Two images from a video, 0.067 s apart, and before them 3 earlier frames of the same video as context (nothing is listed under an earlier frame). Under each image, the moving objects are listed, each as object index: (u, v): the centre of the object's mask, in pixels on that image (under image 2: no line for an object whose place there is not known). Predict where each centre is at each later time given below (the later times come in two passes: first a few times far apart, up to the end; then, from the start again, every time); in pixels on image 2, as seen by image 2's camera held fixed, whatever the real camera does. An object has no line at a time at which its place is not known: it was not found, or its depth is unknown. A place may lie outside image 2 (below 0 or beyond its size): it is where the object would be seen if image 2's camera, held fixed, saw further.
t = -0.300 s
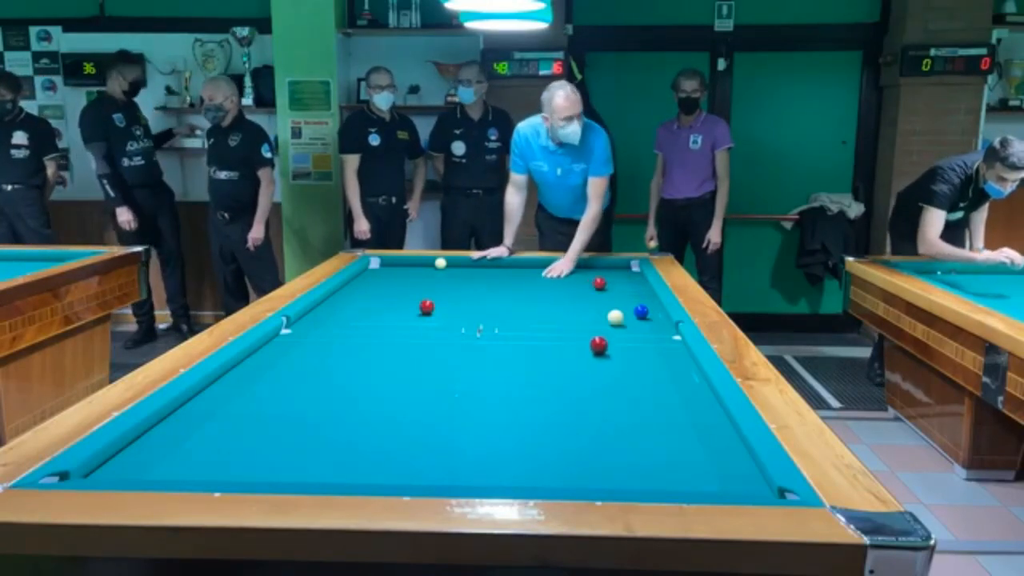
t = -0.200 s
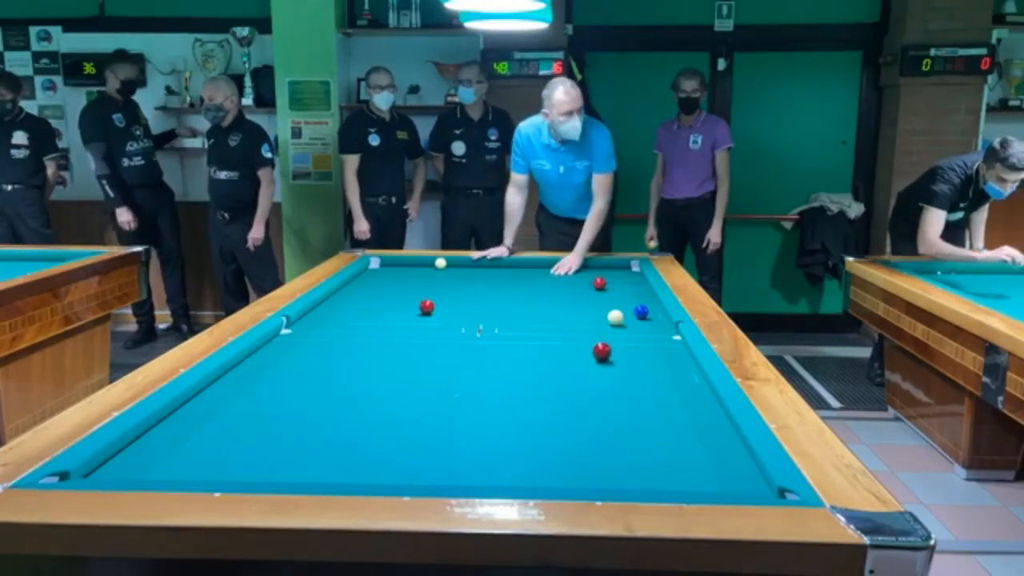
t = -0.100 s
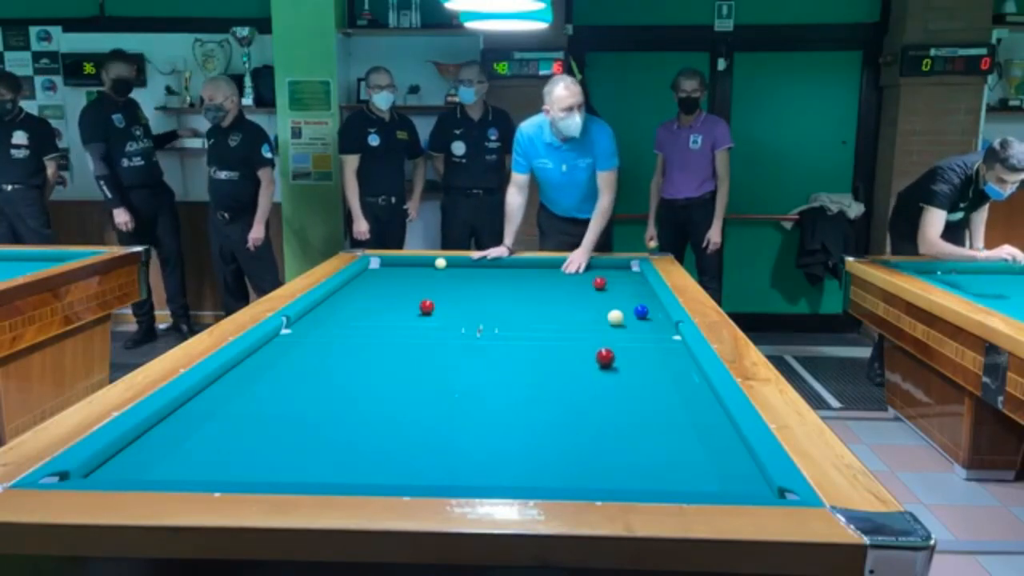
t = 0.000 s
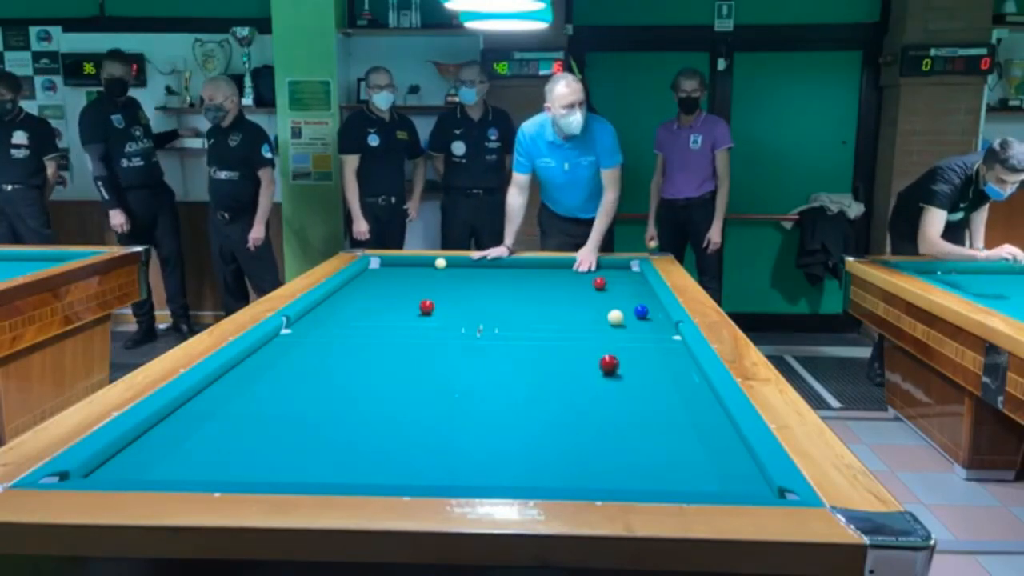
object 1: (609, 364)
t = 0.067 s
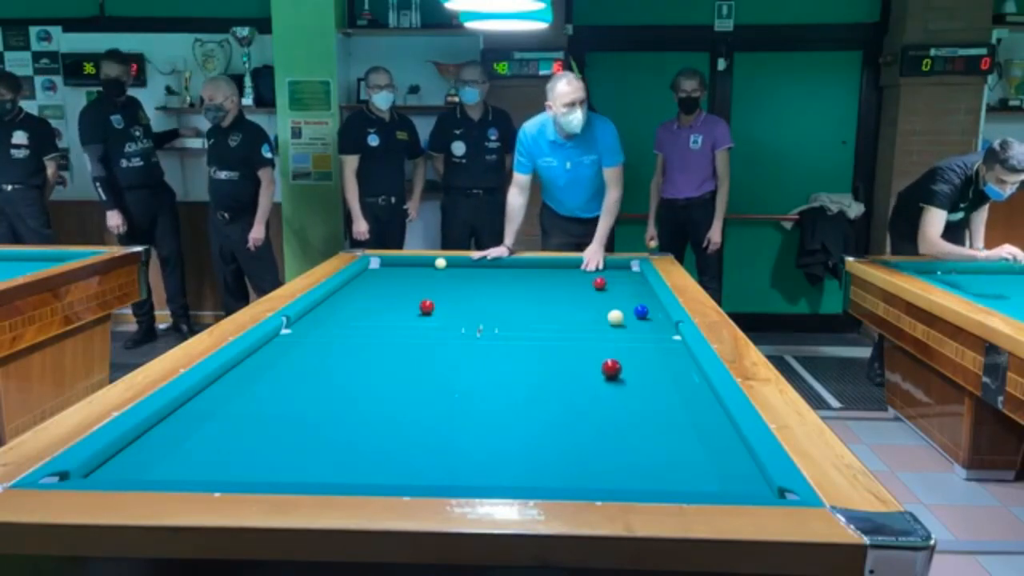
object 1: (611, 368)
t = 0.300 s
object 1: (621, 386)
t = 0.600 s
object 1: (635, 412)
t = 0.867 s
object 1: (650, 439)
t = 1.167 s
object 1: (669, 475)
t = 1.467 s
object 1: (678, 480)
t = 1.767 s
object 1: (674, 461)
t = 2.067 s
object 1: (671, 441)
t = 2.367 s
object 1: (668, 425)
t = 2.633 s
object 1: (666, 412)
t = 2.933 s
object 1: (663, 399)
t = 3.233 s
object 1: (661, 388)
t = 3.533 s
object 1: (659, 378)
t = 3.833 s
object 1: (657, 369)
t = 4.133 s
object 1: (656, 361)
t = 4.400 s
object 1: (655, 355)
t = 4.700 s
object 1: (654, 348)
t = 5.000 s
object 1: (652, 343)
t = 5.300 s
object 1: (652, 338)
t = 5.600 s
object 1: (650, 333)
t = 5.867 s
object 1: (649, 329)
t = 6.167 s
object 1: (649, 326)
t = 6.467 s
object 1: (649, 322)
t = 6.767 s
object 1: (649, 319)
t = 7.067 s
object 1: (648, 316)
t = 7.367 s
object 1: (648, 314)
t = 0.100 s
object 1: (613, 371)
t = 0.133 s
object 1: (614, 373)
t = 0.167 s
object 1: (615, 375)
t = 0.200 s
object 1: (616, 378)
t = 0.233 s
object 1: (618, 380)
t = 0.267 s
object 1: (619, 383)
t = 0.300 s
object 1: (621, 386)
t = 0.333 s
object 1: (622, 389)
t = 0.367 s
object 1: (624, 391)
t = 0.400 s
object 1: (625, 394)
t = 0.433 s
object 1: (627, 397)
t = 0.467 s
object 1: (628, 400)
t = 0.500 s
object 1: (630, 403)
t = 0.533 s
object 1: (632, 406)
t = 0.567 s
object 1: (633, 409)
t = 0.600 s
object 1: (635, 412)
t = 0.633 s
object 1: (637, 415)
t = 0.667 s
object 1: (638, 419)
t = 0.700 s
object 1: (640, 422)
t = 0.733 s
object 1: (642, 425)
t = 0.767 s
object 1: (644, 429)
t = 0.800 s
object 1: (645, 432)
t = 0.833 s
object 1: (647, 435)
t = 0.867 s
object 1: (650, 439)
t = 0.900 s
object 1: (651, 443)
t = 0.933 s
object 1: (654, 447)
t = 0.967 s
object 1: (656, 451)
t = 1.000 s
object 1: (658, 455)
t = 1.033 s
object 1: (660, 459)
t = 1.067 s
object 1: (662, 463)
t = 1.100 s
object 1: (664, 467)
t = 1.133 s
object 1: (667, 472)
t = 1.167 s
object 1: (669, 475)
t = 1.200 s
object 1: (671, 477)
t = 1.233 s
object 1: (674, 480)
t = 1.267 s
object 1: (676, 483)
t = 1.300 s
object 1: (679, 485)
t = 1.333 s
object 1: (680, 486)
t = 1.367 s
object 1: (679, 484)
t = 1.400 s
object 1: (679, 482)
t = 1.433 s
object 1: (678, 481)
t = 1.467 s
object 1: (678, 480)
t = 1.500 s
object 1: (677, 478)
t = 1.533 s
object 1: (677, 476)
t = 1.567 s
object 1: (677, 475)
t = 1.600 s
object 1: (676, 473)
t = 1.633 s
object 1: (676, 470)
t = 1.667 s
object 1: (675, 468)
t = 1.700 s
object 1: (675, 465)
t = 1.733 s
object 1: (674, 463)
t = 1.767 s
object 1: (674, 461)
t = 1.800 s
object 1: (674, 458)
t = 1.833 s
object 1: (673, 456)
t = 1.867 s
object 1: (673, 454)
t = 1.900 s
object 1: (673, 452)
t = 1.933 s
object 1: (672, 449)
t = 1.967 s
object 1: (672, 447)
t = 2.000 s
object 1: (672, 446)
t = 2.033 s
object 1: (671, 444)
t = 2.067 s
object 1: (671, 441)
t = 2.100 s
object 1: (671, 439)
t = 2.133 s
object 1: (670, 437)
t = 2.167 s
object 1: (670, 436)
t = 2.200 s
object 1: (669, 434)
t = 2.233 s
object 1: (669, 432)
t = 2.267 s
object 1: (669, 430)
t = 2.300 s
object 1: (669, 428)
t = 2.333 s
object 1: (668, 427)
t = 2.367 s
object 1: (668, 425)
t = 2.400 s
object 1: (668, 423)
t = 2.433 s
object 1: (667, 422)
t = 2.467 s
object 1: (667, 420)
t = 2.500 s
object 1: (667, 418)
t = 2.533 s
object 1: (667, 417)
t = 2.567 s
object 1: (666, 415)
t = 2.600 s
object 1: (666, 413)
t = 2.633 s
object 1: (666, 412)
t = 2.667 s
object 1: (665, 410)
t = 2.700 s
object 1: (665, 409)
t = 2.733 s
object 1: (665, 407)
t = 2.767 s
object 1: (664, 406)
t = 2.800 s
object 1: (664, 404)
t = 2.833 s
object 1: (664, 403)
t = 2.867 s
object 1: (663, 401)
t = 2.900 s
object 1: (663, 400)
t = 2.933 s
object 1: (663, 399)
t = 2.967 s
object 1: (663, 397)
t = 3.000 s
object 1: (663, 396)
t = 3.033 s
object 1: (662, 395)
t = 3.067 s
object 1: (662, 394)
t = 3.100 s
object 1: (662, 393)
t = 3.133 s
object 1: (662, 392)
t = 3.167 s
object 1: (662, 390)
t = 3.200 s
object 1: (661, 389)
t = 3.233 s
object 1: (661, 388)
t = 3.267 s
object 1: (661, 386)
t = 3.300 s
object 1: (661, 386)
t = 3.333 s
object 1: (660, 384)
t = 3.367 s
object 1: (660, 383)
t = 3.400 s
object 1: (660, 382)
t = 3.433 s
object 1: (660, 381)
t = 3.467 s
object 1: (659, 380)
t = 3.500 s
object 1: (659, 379)
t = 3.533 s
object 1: (659, 378)
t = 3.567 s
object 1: (659, 377)
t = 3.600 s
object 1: (658, 376)
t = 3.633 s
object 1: (658, 375)
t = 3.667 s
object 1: (658, 374)
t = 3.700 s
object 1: (658, 373)
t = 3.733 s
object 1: (657, 372)
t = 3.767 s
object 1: (657, 371)
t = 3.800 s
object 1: (657, 370)
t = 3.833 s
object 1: (657, 369)
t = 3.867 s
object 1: (657, 368)
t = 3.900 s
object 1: (657, 367)
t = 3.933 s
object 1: (656, 366)
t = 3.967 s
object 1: (656, 365)
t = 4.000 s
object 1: (656, 364)
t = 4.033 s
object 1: (656, 363)
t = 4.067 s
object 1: (656, 363)
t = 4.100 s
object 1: (656, 362)
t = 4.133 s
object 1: (656, 361)
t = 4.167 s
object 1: (656, 360)
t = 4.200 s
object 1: (655, 359)
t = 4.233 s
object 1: (655, 359)
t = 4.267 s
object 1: (655, 358)
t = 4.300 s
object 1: (655, 357)
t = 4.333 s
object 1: (655, 356)
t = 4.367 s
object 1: (655, 356)
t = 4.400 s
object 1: (655, 355)
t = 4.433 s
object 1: (655, 354)
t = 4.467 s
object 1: (654, 353)
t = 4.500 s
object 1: (654, 353)
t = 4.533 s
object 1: (654, 352)
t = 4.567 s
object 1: (654, 351)
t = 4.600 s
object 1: (654, 350)
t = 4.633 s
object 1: (654, 350)
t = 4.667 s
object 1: (654, 349)
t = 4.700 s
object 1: (654, 348)
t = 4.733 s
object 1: (653, 347)
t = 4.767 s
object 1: (654, 347)
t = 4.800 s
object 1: (653, 347)
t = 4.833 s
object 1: (653, 346)
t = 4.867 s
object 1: (653, 345)
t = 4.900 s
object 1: (653, 344)
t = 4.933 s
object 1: (653, 344)
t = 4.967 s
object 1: (653, 344)
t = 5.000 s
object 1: (652, 343)
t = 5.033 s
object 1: (652, 342)
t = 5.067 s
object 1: (653, 342)
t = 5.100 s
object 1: (652, 341)
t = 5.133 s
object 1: (652, 341)
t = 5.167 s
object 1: (652, 340)
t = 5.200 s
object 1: (652, 339)
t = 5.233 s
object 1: (652, 338)
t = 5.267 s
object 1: (651, 338)
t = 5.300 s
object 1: (652, 338)
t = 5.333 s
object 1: (651, 337)
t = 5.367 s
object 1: (651, 337)
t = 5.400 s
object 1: (651, 336)
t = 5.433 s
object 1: (651, 336)
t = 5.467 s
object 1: (651, 335)
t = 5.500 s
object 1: (651, 335)
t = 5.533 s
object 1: (651, 334)
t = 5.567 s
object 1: (650, 334)
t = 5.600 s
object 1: (650, 333)
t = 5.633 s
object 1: (650, 333)
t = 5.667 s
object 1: (650, 332)
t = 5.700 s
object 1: (650, 331)
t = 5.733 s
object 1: (650, 331)
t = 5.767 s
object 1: (650, 331)
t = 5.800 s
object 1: (650, 330)
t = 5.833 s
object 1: (650, 330)
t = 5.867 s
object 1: (649, 329)
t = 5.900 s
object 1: (650, 329)
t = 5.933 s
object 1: (649, 328)
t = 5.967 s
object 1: (649, 328)
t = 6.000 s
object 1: (649, 327)
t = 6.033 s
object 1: (649, 327)
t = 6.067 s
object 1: (649, 327)
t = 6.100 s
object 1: (649, 326)
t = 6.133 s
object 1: (649, 326)
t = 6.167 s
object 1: (649, 326)
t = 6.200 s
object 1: (649, 325)
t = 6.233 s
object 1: (649, 325)
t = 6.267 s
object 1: (649, 324)
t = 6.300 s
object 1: (649, 324)
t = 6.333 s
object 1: (649, 323)
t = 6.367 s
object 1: (649, 323)
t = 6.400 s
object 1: (649, 323)
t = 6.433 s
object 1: (649, 322)
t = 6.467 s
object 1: (649, 322)
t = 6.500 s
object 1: (649, 322)
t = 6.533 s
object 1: (649, 321)
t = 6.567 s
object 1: (649, 321)
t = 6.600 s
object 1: (649, 321)
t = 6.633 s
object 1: (649, 321)
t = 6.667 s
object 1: (649, 320)
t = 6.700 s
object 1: (649, 320)
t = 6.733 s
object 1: (649, 319)
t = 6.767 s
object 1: (649, 319)
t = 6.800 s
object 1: (649, 319)
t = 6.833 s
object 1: (649, 318)
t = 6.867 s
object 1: (649, 318)
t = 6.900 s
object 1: (648, 318)
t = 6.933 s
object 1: (648, 317)
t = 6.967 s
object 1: (648, 317)
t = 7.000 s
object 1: (648, 317)
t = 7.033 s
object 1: (648, 316)
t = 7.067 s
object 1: (648, 316)
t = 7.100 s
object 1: (648, 316)
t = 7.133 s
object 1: (648, 316)
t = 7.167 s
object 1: (648, 316)
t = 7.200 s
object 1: (648, 315)
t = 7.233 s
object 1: (648, 315)
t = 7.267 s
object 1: (648, 315)
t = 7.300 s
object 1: (648, 315)
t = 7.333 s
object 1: (648, 314)
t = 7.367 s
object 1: (648, 314)
